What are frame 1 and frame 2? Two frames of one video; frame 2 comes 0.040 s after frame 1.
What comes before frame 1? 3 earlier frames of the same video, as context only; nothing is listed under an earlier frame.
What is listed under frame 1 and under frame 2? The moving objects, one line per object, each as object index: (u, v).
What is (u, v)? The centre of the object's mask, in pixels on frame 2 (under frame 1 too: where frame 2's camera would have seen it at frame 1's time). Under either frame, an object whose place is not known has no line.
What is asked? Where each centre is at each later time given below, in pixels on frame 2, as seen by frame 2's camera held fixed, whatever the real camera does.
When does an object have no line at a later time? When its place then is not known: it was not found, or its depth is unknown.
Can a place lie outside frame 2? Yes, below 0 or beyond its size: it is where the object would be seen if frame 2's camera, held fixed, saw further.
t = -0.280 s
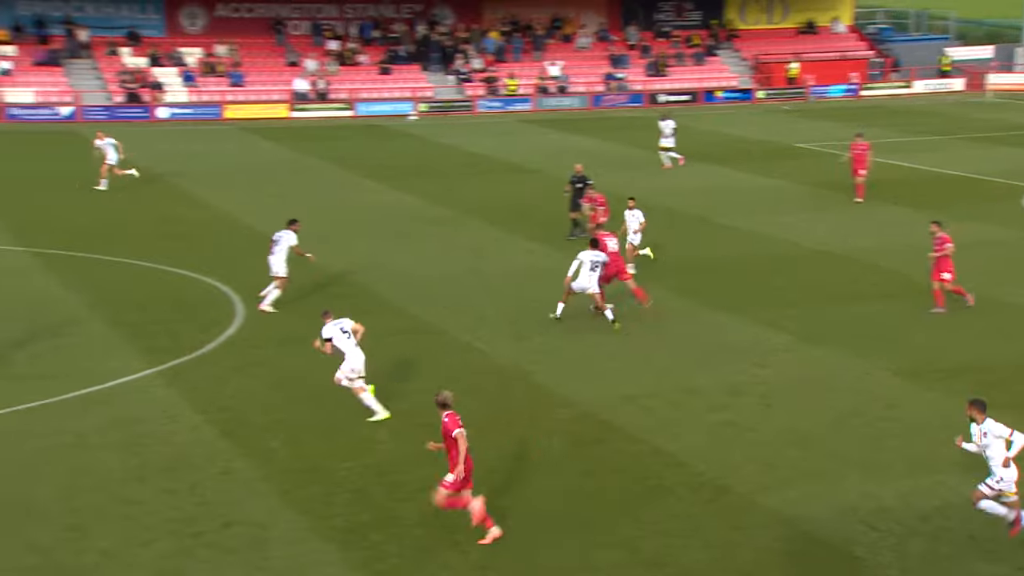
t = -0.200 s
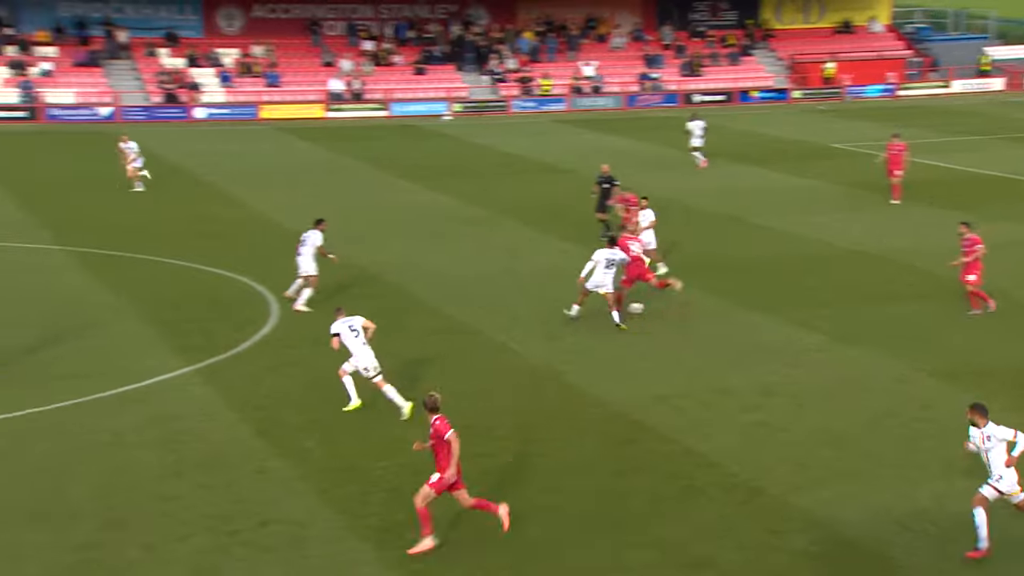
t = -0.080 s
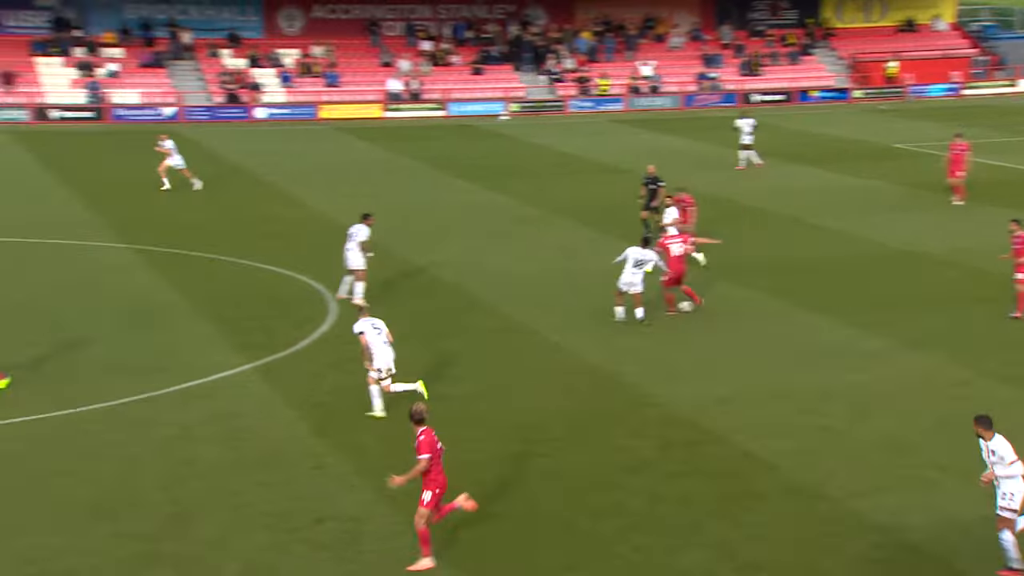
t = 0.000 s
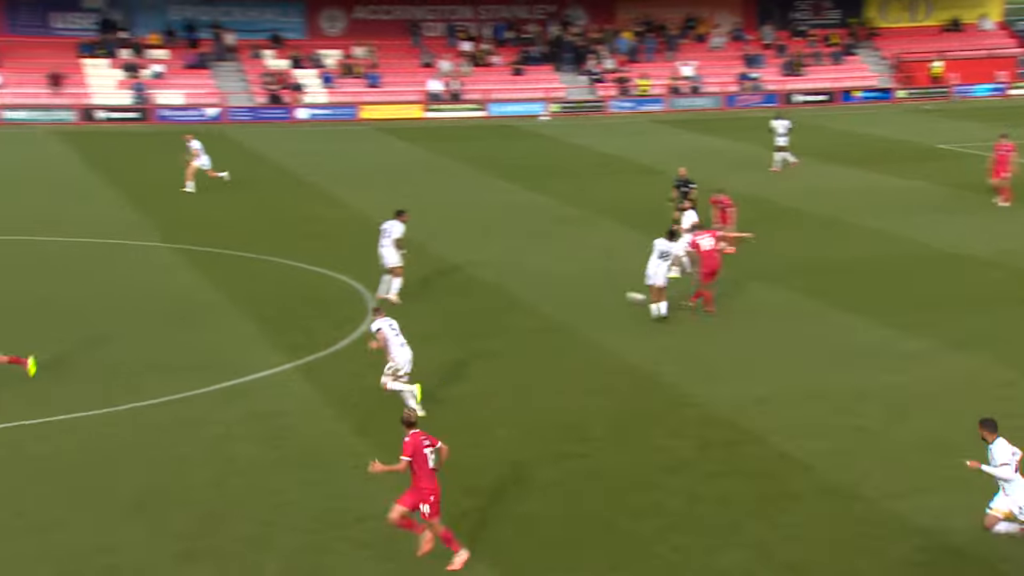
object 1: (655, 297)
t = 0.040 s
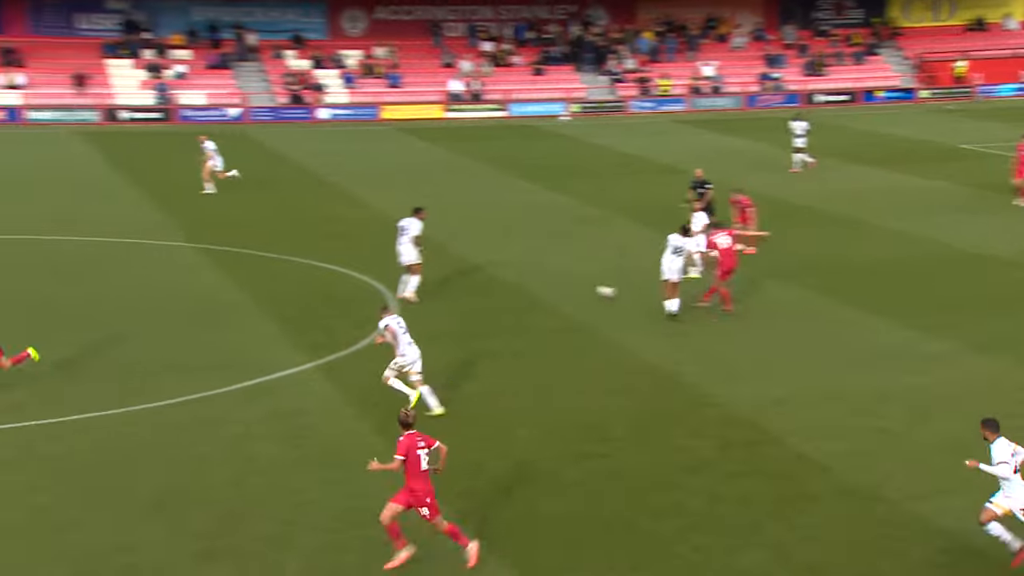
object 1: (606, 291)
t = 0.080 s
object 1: (557, 287)
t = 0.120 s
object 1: (510, 284)
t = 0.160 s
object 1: (463, 283)
